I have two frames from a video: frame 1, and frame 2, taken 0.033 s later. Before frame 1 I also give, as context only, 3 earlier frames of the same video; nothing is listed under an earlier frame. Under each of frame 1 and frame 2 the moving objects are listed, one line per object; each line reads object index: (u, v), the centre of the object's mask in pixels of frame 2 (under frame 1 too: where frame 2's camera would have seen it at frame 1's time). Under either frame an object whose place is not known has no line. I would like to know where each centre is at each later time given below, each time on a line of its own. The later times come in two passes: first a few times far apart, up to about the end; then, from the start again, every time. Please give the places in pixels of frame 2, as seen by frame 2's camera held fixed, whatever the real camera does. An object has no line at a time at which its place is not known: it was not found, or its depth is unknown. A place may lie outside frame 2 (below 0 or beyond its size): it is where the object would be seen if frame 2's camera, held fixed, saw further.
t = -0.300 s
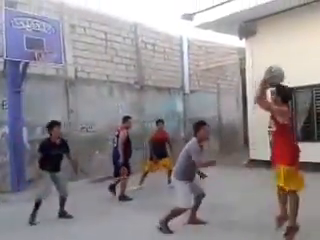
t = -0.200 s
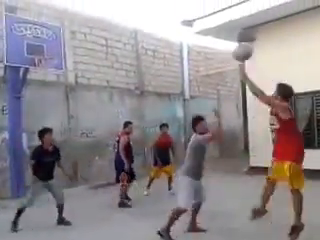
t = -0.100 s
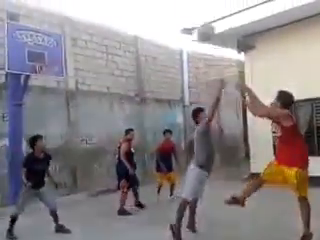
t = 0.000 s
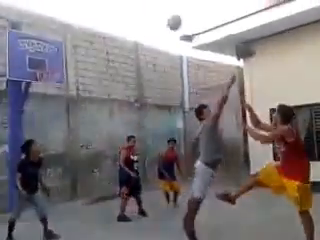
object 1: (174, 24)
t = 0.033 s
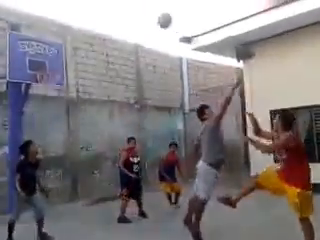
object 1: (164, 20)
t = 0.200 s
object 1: (123, 14)
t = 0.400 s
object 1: (82, 26)
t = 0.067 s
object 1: (155, 18)
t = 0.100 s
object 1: (147, 15)
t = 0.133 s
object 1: (138, 14)
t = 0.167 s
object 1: (130, 13)
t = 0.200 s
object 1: (123, 14)
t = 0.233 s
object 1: (115, 14)
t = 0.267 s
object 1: (108, 15)
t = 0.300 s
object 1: (101, 17)
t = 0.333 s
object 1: (95, 19)
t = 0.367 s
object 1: (89, 23)
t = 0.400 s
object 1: (82, 26)
